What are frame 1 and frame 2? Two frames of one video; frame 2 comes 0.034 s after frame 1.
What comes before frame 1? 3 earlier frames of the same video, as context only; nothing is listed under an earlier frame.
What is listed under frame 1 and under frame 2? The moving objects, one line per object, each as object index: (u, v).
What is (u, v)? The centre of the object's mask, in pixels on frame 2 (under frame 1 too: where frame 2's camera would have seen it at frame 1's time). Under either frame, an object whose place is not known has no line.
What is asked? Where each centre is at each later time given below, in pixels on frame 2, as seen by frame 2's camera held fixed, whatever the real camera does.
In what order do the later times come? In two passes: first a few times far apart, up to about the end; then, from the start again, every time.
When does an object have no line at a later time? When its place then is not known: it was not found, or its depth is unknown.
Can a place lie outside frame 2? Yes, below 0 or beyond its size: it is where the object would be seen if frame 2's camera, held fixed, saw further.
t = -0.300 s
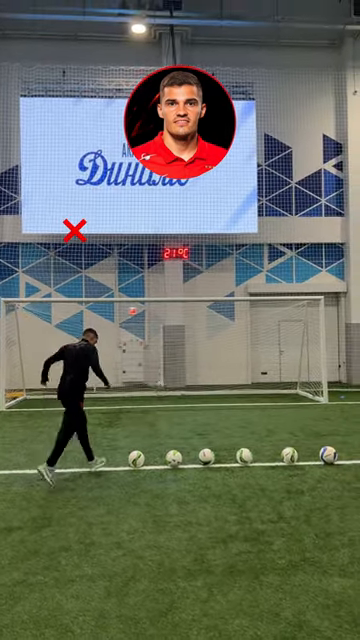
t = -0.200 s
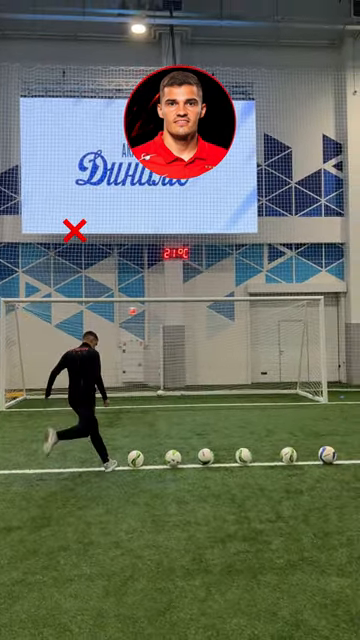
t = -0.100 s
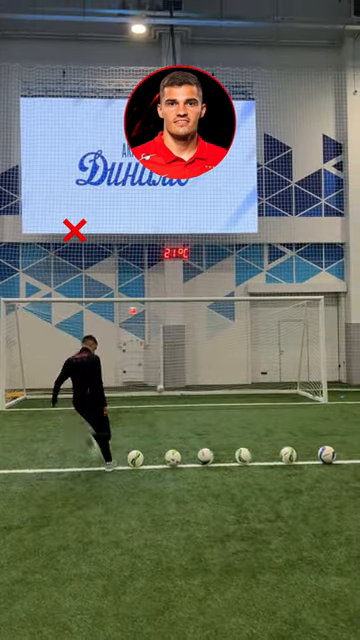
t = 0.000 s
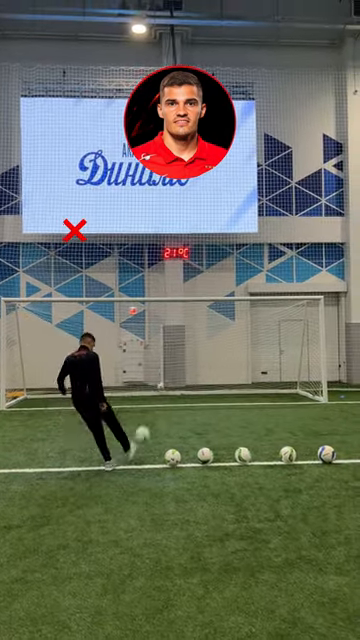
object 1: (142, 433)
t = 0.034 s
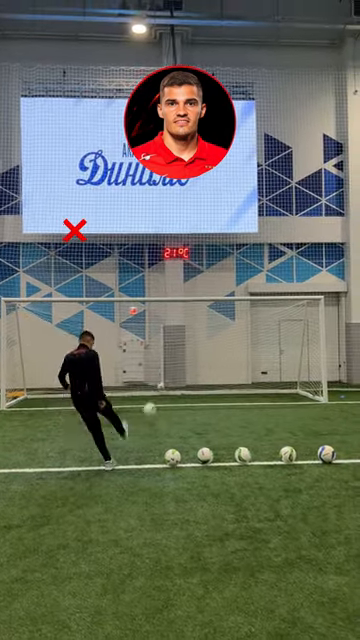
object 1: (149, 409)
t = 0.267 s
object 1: (176, 319)
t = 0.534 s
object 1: (197, 265)
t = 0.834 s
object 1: (227, 221)
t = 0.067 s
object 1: (152, 398)
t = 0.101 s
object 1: (156, 380)
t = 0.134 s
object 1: (162, 364)
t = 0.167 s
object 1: (167, 348)
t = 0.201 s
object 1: (170, 338)
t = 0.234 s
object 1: (173, 328)
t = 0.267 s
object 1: (176, 319)
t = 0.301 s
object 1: (178, 311)
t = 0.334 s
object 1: (181, 305)
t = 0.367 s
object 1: (184, 298)
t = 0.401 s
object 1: (186, 293)
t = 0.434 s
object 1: (188, 285)
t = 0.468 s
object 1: (191, 278)
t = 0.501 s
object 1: (193, 271)
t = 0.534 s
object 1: (197, 265)
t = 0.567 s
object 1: (199, 258)
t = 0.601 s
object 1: (203, 251)
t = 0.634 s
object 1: (206, 247)
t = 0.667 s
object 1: (209, 240)
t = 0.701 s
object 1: (212, 235)
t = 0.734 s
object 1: (215, 232)
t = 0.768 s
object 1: (220, 228)
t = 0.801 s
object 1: (224, 224)
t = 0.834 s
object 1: (227, 221)
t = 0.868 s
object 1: (231, 218)
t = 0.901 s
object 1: (236, 216)
